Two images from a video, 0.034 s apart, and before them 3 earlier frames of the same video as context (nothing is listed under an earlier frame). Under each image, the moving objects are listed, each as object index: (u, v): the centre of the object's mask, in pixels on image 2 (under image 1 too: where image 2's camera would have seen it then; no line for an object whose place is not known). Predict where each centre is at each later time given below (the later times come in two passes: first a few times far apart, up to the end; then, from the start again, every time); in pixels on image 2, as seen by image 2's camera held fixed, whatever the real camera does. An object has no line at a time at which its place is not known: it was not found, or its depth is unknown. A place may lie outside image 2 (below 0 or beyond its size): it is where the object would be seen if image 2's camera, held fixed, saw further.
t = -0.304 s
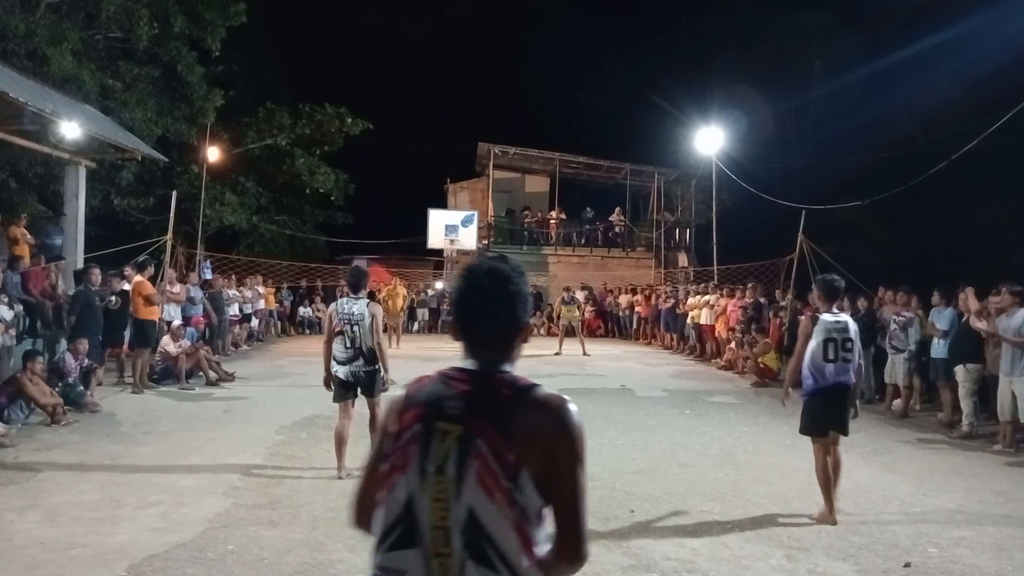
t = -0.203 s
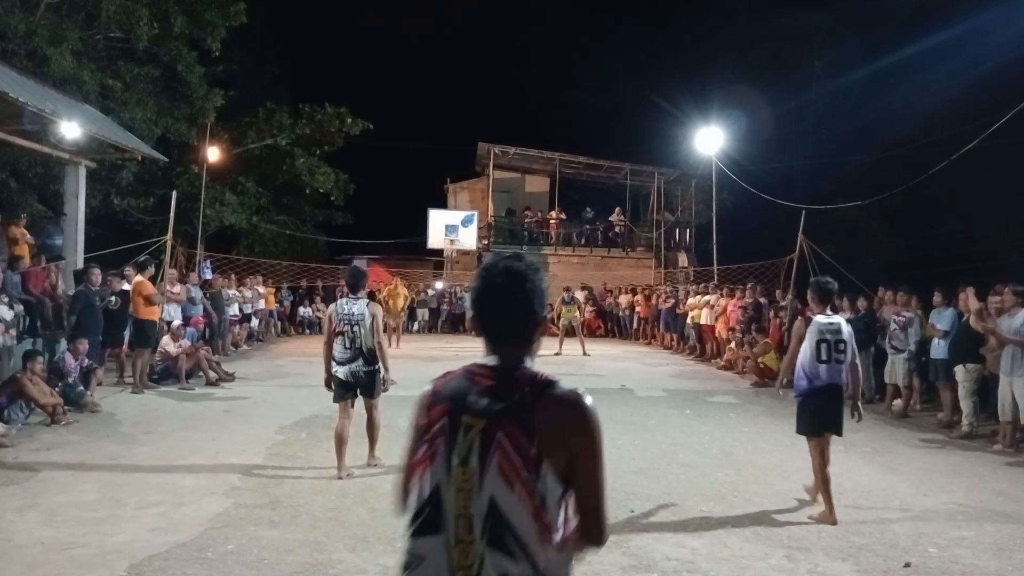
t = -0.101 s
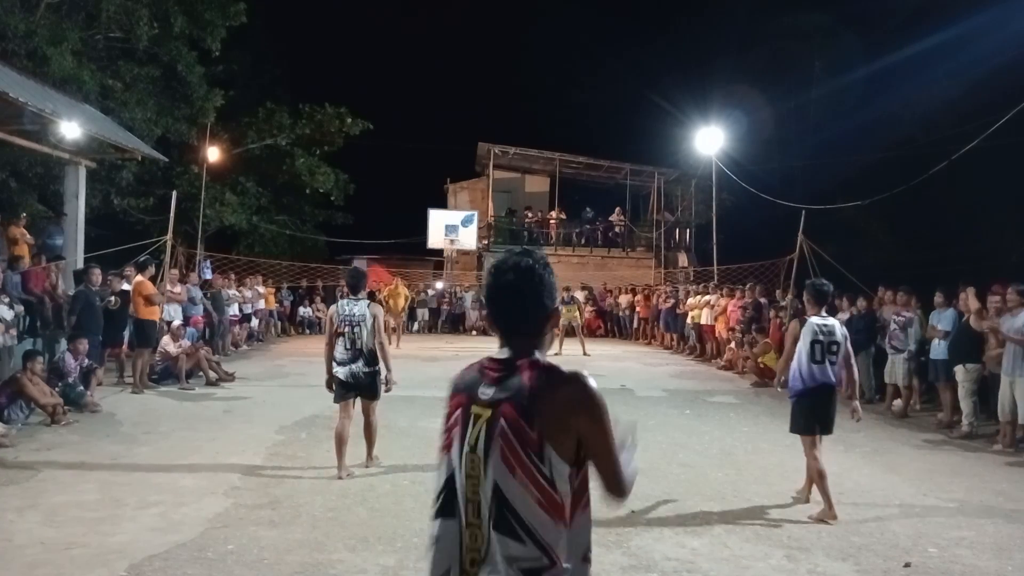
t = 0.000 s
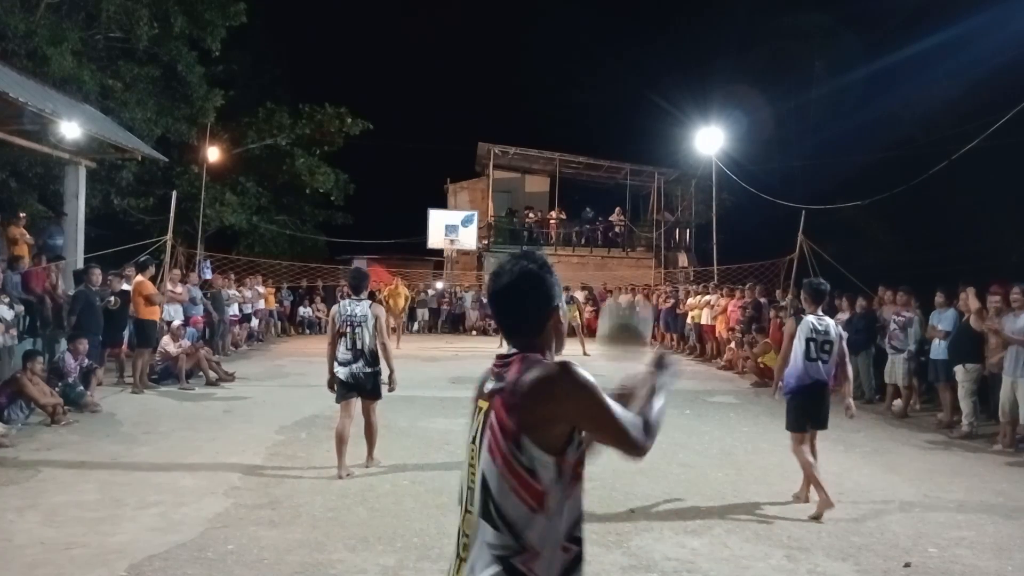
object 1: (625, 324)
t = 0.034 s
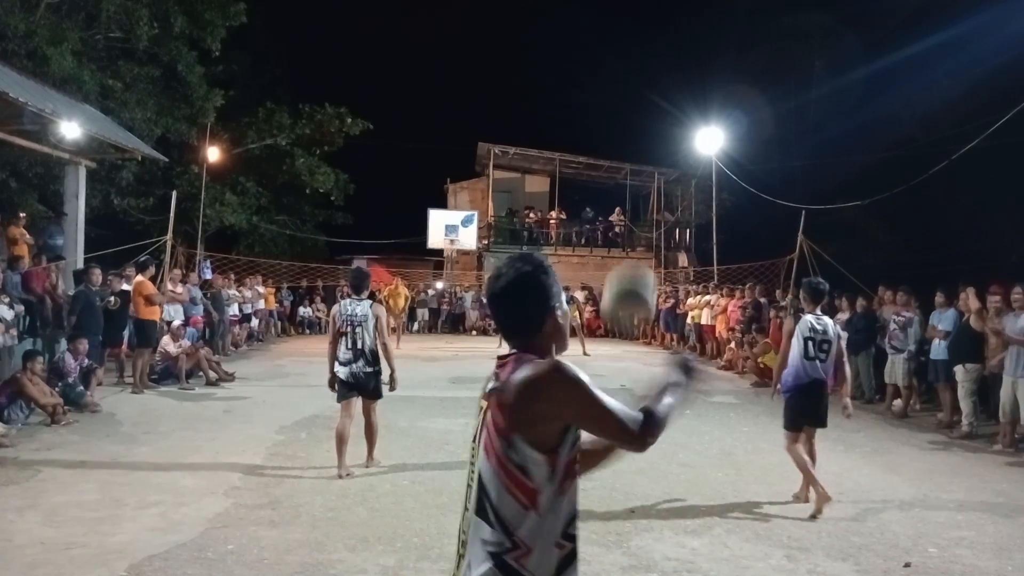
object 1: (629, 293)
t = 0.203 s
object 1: (652, 196)
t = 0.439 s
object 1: (680, 209)
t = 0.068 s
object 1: (634, 265)
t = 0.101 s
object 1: (638, 242)
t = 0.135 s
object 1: (643, 223)
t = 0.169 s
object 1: (648, 208)
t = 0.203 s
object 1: (652, 196)
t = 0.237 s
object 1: (656, 187)
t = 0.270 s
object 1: (660, 182)
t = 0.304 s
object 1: (664, 180)
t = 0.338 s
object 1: (668, 182)
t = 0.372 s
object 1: (672, 187)
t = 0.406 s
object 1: (676, 197)
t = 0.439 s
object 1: (680, 209)
